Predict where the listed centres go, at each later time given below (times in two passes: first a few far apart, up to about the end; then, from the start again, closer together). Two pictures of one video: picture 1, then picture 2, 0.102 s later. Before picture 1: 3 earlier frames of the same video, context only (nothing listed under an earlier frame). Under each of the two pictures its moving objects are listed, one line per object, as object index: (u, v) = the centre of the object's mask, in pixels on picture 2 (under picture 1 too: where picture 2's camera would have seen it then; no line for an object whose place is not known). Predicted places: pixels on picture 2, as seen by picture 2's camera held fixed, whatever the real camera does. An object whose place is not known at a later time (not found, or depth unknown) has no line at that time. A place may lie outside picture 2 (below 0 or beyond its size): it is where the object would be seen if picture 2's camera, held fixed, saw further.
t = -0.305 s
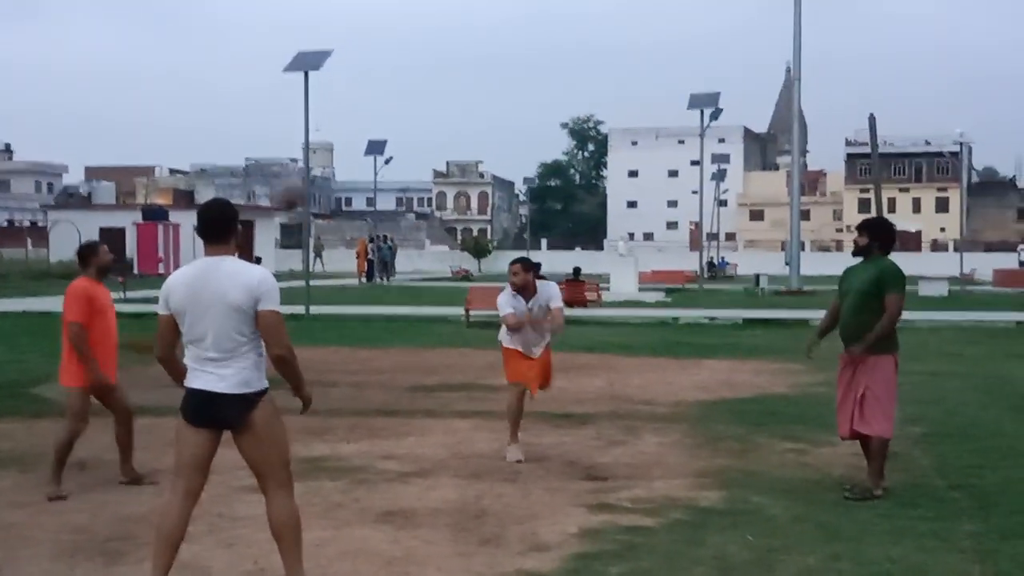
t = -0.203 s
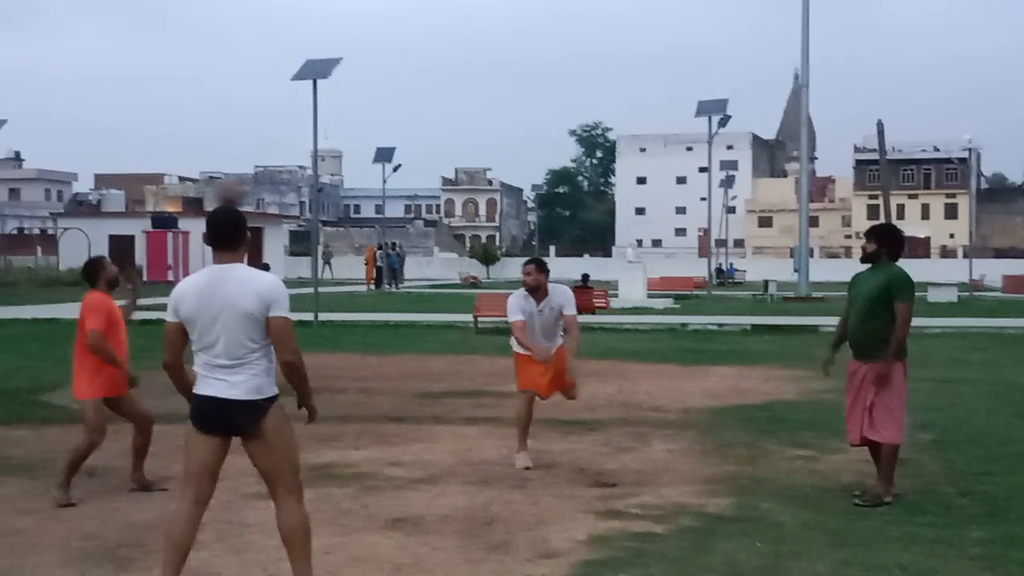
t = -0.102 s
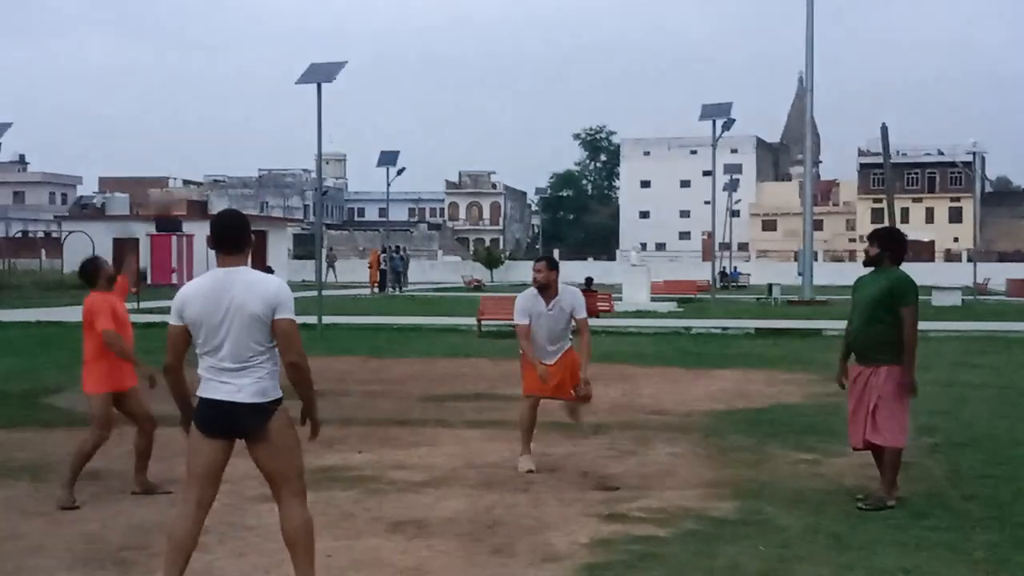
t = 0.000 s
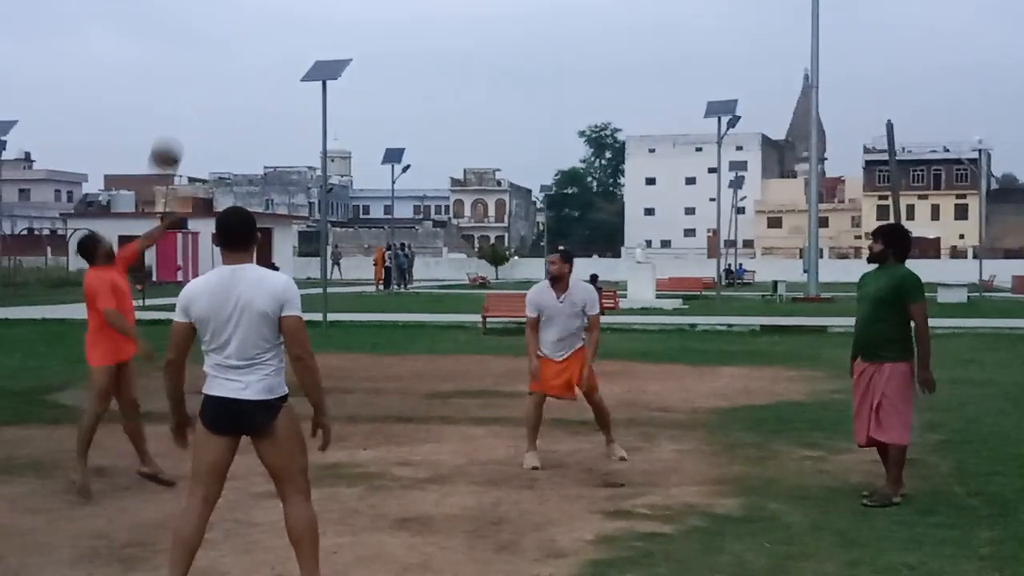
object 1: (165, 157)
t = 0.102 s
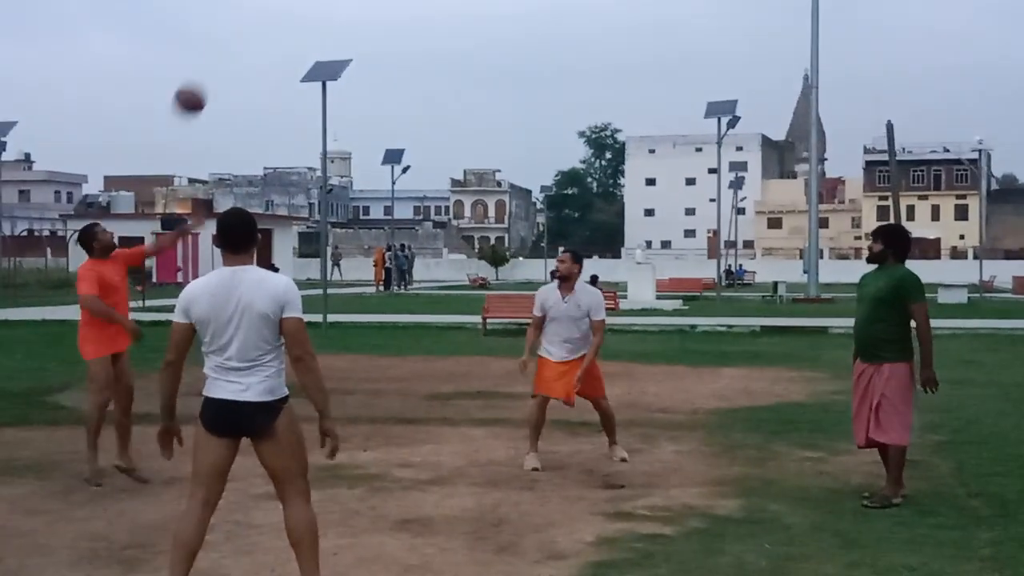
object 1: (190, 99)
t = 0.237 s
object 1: (224, 42)
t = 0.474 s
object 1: (287, 4)
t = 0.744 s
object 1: (361, 66)
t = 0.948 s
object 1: (418, 191)
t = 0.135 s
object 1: (198, 83)
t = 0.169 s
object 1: (207, 68)
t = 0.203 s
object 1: (216, 54)
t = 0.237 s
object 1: (224, 42)
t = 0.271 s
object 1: (233, 31)
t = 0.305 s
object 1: (241, 22)
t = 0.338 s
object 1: (249, 15)
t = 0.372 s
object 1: (258, 10)
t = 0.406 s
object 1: (268, 7)
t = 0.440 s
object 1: (277, 5)
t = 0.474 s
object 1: (287, 4)
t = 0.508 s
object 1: (296, 6)
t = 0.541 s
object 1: (305, 9)
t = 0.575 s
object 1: (313, 13)
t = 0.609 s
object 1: (322, 20)
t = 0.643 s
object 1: (331, 28)
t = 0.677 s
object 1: (341, 39)
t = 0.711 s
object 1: (350, 52)
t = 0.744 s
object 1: (361, 66)
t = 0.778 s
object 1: (371, 82)
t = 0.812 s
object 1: (380, 100)
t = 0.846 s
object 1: (390, 120)
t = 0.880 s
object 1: (399, 142)
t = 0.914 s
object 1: (410, 165)
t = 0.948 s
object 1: (418, 191)
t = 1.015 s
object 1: (436, 246)
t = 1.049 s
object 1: (447, 278)
